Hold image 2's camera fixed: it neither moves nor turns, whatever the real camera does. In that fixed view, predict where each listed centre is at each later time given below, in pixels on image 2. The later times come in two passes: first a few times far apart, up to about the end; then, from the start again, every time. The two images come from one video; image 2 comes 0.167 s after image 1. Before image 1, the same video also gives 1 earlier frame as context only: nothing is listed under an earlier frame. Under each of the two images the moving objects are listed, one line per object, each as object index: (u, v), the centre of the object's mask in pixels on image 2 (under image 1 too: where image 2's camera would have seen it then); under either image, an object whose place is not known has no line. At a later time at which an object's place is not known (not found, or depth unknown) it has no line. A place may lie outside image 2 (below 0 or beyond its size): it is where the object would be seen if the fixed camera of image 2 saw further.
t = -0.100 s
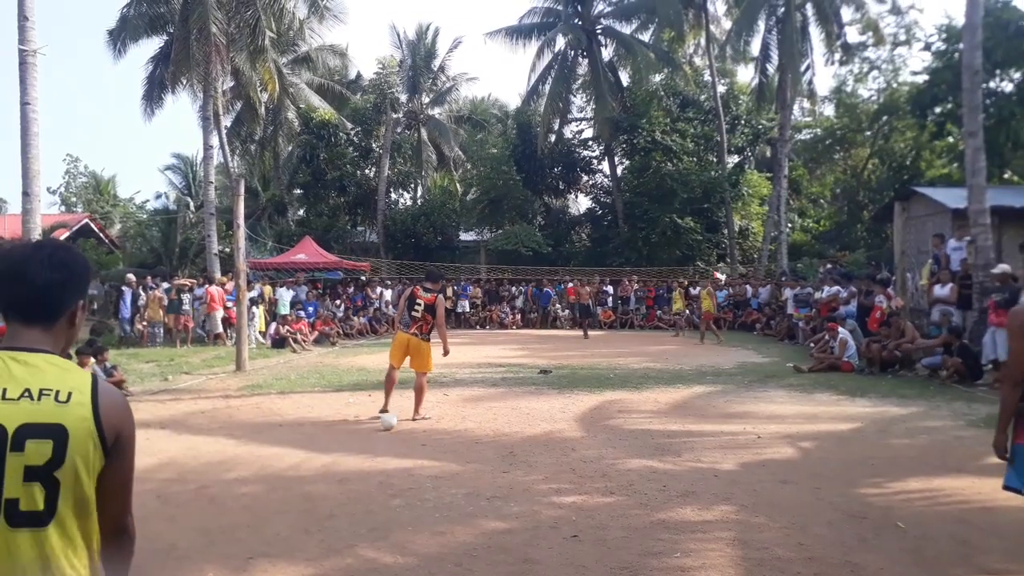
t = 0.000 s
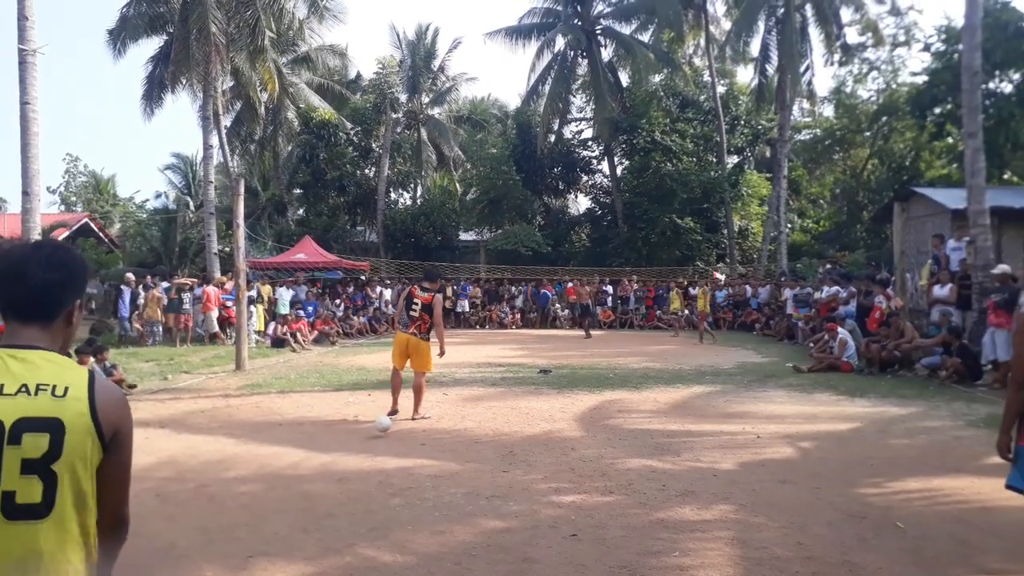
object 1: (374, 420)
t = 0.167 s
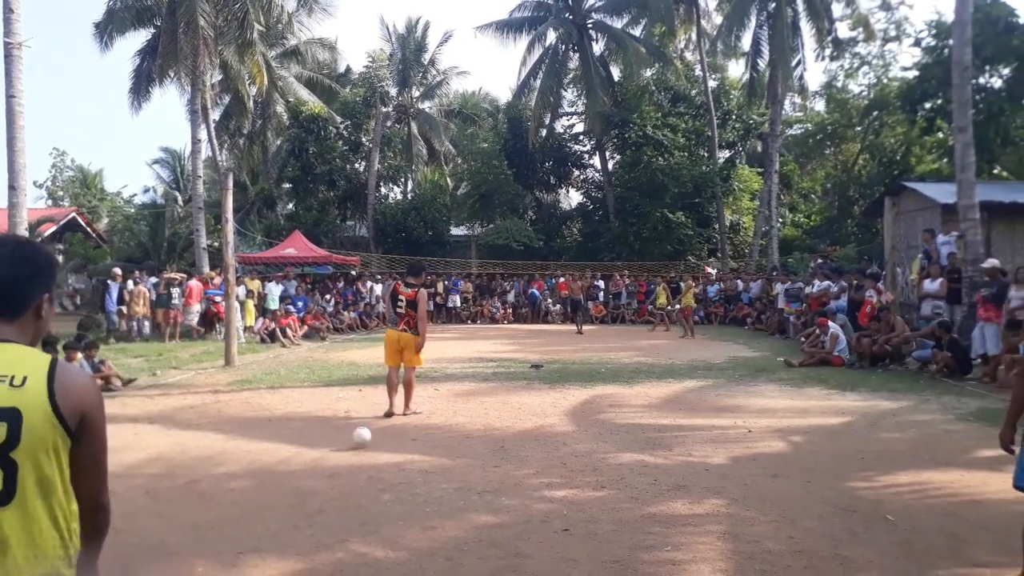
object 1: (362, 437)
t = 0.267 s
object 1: (354, 446)
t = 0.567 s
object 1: (332, 478)
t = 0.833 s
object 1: (306, 519)
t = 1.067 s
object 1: (282, 546)
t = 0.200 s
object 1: (359, 440)
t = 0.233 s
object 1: (357, 445)
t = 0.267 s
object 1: (354, 446)
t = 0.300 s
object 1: (351, 448)
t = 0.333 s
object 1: (350, 451)
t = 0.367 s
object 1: (347, 457)
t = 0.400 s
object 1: (344, 462)
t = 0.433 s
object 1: (342, 465)
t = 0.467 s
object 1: (339, 469)
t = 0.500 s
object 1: (336, 472)
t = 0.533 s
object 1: (334, 474)
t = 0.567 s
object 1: (332, 478)
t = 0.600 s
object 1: (328, 484)
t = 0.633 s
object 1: (326, 488)
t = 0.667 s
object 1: (323, 488)
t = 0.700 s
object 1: (320, 490)
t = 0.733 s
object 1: (317, 494)
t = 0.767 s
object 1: (314, 501)
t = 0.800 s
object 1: (309, 511)
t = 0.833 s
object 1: (306, 519)
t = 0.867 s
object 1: (304, 515)
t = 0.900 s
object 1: (300, 515)
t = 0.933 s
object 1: (297, 517)
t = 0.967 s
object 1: (293, 520)
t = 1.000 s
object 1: (290, 526)
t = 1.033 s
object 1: (287, 533)
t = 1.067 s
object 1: (282, 546)
